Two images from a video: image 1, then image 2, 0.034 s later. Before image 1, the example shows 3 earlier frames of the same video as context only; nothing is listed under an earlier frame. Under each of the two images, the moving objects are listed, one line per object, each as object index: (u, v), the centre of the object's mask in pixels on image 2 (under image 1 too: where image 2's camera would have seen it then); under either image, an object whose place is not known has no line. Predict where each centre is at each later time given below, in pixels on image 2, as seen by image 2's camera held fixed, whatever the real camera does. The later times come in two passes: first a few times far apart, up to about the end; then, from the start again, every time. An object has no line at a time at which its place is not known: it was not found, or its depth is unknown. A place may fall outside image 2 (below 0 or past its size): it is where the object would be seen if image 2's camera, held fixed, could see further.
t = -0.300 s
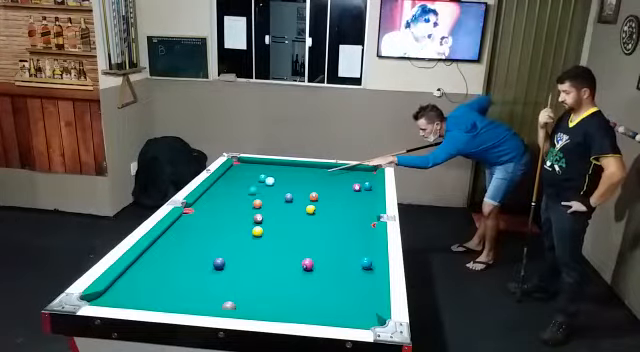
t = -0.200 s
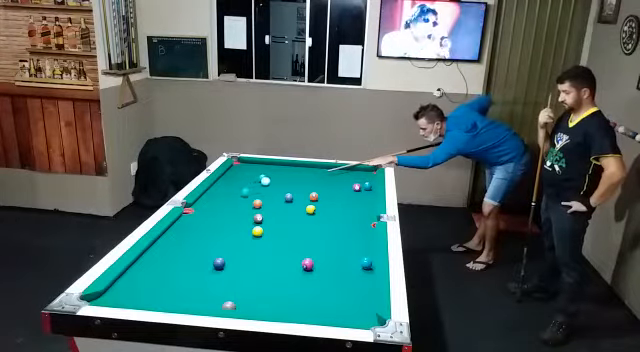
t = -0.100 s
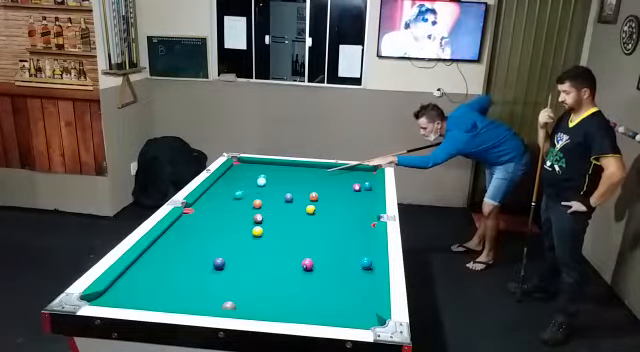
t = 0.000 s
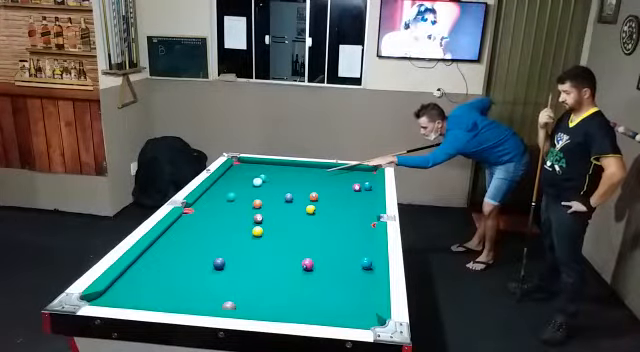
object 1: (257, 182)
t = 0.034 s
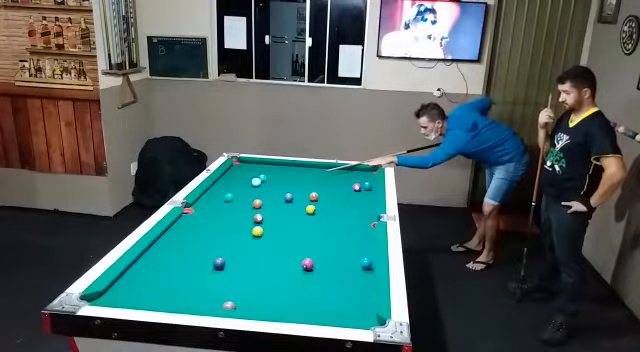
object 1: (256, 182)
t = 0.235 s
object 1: (248, 182)
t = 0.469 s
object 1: (241, 183)
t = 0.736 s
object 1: (233, 184)
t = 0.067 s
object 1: (254, 182)
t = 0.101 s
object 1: (253, 182)
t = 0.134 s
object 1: (252, 182)
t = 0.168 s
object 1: (251, 182)
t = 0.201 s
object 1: (249, 182)
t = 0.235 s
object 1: (248, 182)
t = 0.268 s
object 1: (247, 182)
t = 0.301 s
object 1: (246, 182)
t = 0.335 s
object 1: (245, 183)
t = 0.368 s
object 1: (244, 183)
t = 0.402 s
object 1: (243, 183)
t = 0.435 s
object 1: (242, 183)
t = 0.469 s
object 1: (241, 183)
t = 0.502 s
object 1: (240, 183)
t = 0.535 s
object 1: (239, 183)
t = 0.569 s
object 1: (238, 183)
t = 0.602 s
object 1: (237, 183)
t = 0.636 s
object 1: (236, 183)
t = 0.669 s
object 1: (235, 183)
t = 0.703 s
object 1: (234, 184)
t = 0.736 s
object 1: (233, 184)
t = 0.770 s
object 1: (233, 183)
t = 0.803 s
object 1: (232, 184)
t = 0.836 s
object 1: (231, 184)
